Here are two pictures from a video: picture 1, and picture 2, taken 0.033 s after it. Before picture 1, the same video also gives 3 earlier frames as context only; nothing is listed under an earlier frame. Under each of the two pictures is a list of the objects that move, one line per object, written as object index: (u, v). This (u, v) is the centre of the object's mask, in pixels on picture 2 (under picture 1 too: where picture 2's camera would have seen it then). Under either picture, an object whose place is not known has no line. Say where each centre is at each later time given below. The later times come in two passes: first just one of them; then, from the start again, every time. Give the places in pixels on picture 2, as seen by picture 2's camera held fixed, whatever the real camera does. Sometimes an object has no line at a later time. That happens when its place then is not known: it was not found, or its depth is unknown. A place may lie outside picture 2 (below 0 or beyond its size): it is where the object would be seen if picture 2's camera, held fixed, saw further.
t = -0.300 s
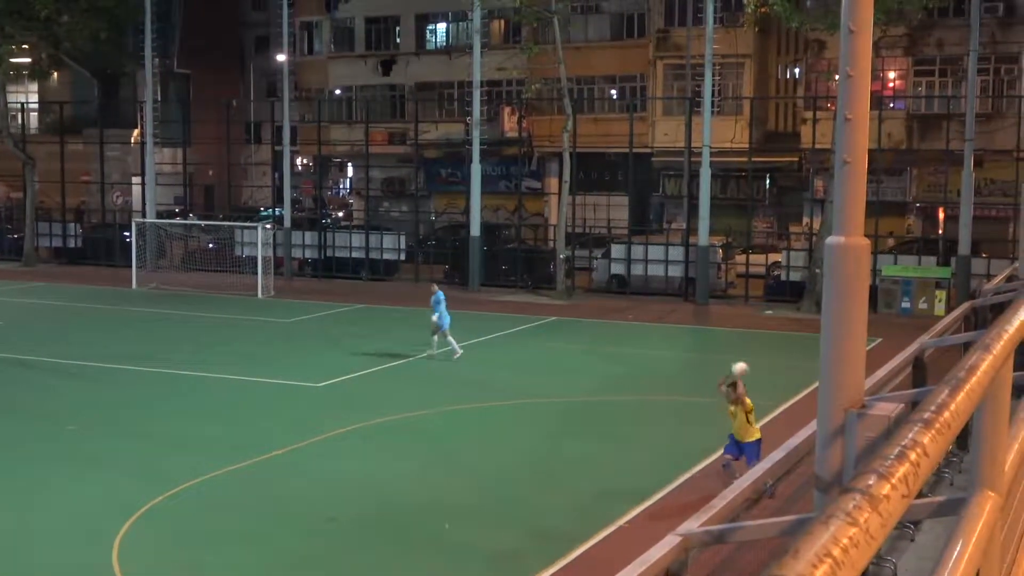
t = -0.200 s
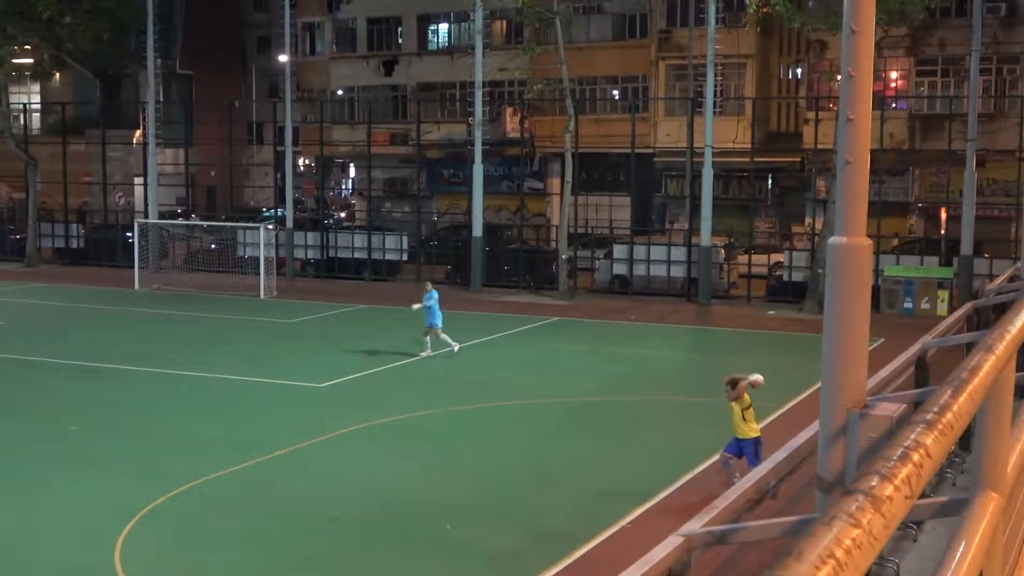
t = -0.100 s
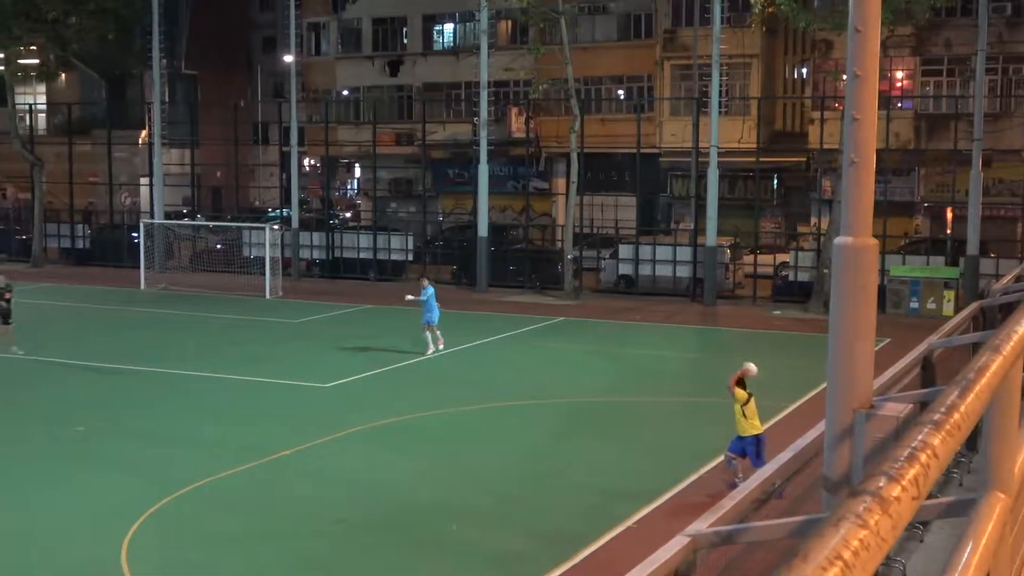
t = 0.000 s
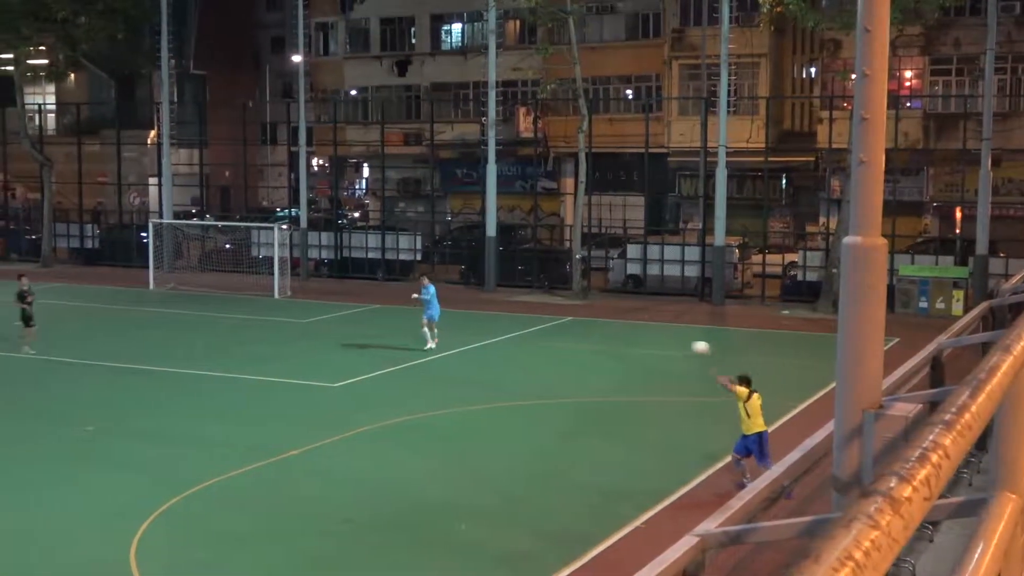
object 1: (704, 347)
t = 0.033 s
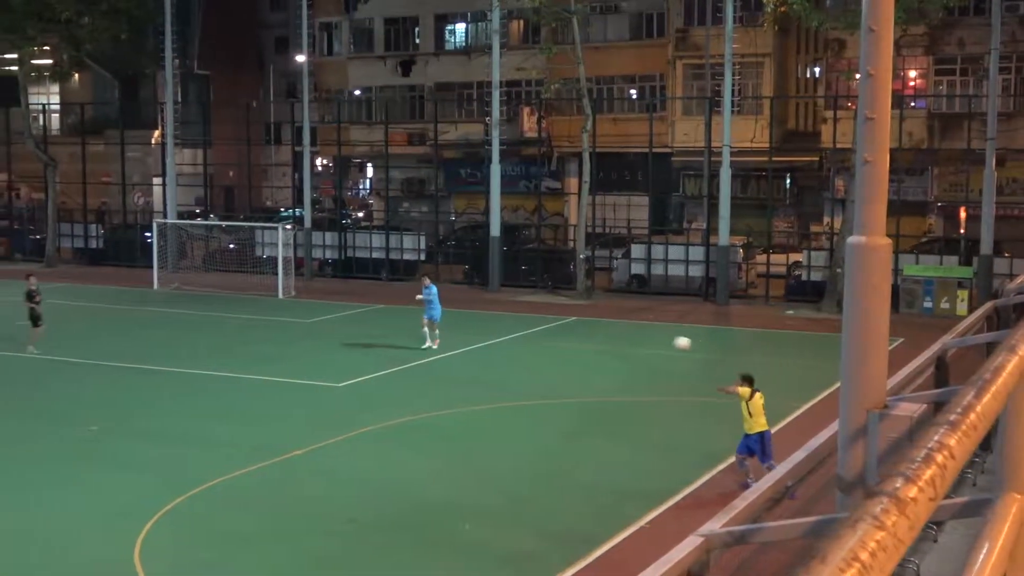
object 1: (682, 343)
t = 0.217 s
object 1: (577, 334)
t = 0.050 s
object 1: (672, 341)
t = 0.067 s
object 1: (661, 339)
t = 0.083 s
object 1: (651, 338)
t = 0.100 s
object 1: (641, 337)
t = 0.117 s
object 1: (632, 335)
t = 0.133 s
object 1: (622, 335)
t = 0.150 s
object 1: (613, 334)
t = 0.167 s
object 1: (604, 334)
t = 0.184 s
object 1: (595, 334)
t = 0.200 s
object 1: (586, 334)
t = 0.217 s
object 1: (577, 334)
